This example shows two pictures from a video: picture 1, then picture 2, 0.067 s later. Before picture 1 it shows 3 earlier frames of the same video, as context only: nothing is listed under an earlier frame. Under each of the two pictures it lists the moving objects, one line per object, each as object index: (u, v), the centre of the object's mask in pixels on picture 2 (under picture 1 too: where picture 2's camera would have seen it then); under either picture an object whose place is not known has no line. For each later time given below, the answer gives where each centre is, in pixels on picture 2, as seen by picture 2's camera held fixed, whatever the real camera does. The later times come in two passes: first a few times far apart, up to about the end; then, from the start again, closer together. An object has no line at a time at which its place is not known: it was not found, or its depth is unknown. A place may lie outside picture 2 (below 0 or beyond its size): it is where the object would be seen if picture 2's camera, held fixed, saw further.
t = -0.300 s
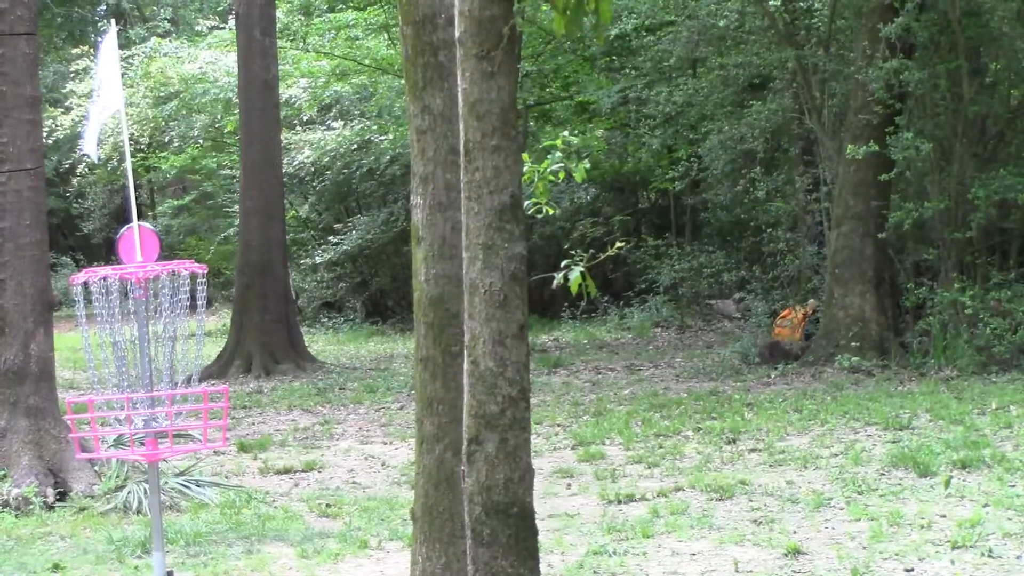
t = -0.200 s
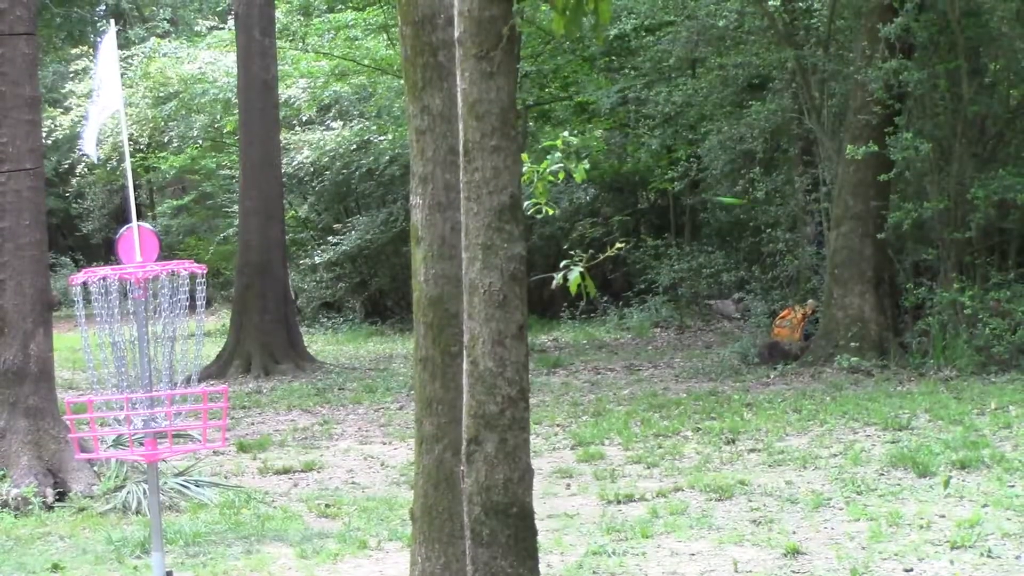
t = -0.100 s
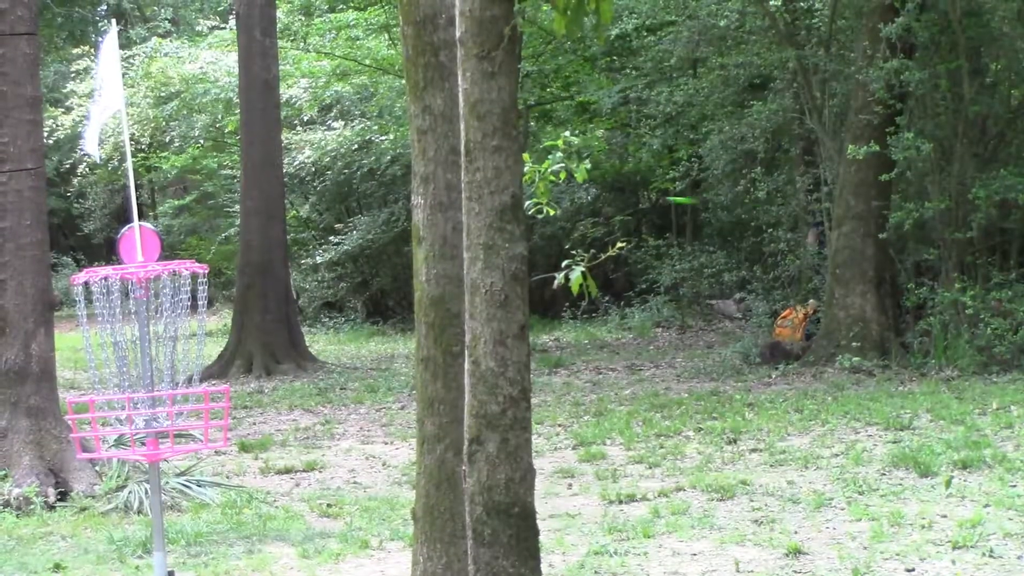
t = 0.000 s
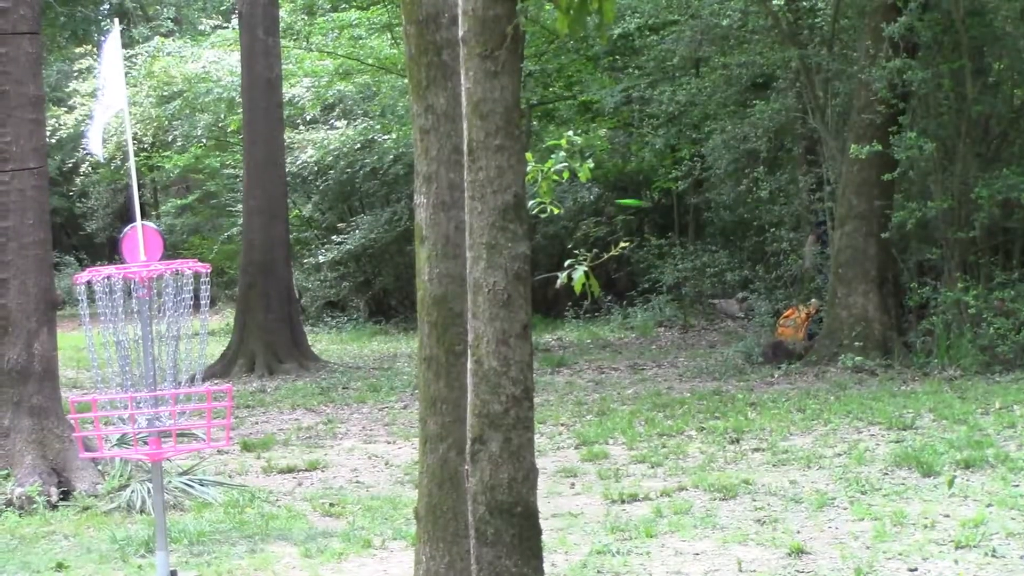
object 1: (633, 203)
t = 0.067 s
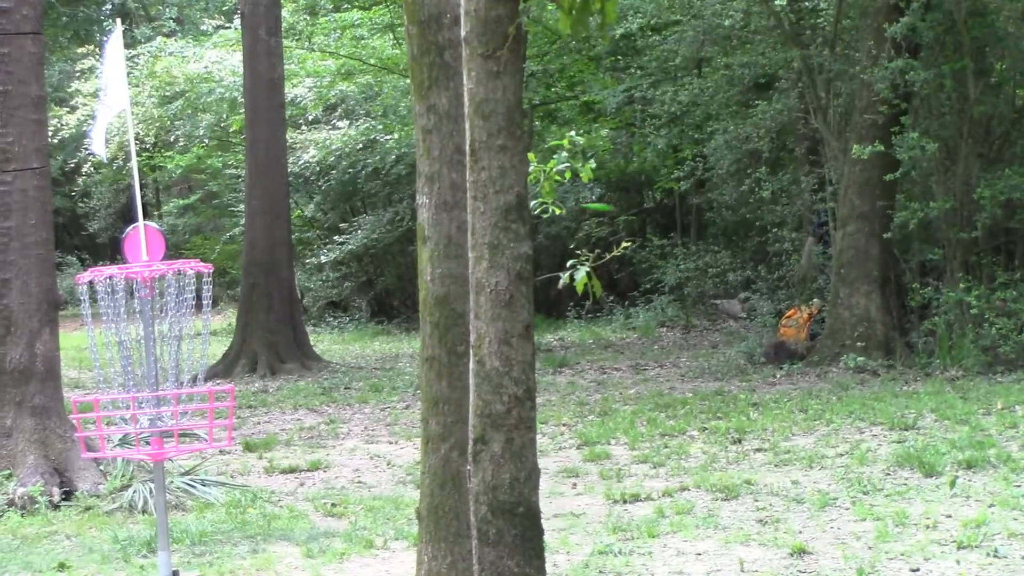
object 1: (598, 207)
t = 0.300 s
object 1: (537, 245)
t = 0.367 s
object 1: (559, 263)
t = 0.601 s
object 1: (693, 381)
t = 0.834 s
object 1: (707, 374)
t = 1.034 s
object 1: (710, 381)
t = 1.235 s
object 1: (709, 382)
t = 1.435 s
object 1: (710, 383)
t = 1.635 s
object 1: (710, 383)
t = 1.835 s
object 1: (710, 383)
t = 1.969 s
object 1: (710, 383)
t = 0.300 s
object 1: (537, 245)
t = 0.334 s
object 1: (544, 252)
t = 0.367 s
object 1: (559, 263)
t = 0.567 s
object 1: (673, 370)
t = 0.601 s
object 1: (693, 381)
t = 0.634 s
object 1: (693, 376)
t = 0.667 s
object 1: (695, 372)
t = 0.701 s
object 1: (697, 370)
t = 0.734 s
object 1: (699, 369)
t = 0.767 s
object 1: (702, 369)
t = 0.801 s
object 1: (704, 370)
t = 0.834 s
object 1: (707, 374)
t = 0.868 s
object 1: (709, 376)
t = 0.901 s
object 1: (709, 376)
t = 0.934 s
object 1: (709, 376)
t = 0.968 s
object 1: (710, 378)
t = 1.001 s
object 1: (710, 380)
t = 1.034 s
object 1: (710, 381)
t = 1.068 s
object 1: (710, 381)
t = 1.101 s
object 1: (710, 381)
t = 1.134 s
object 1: (710, 381)
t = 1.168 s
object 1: (710, 381)
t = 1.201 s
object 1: (710, 381)
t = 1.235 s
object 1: (709, 382)
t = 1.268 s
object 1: (710, 382)
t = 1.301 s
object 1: (709, 382)
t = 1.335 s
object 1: (710, 382)
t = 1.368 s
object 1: (709, 382)
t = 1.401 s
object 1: (709, 382)
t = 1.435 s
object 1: (710, 383)
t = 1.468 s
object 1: (709, 383)
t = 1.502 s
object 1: (710, 383)
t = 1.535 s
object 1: (709, 383)
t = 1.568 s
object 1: (710, 383)
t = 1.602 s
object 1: (709, 383)
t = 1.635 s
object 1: (710, 383)
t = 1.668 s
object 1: (710, 383)
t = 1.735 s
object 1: (709, 383)
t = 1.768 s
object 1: (710, 383)
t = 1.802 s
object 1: (710, 383)
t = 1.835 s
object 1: (710, 383)
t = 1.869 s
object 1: (710, 383)
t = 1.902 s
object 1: (710, 383)
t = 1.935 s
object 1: (709, 383)
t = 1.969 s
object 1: (710, 383)
